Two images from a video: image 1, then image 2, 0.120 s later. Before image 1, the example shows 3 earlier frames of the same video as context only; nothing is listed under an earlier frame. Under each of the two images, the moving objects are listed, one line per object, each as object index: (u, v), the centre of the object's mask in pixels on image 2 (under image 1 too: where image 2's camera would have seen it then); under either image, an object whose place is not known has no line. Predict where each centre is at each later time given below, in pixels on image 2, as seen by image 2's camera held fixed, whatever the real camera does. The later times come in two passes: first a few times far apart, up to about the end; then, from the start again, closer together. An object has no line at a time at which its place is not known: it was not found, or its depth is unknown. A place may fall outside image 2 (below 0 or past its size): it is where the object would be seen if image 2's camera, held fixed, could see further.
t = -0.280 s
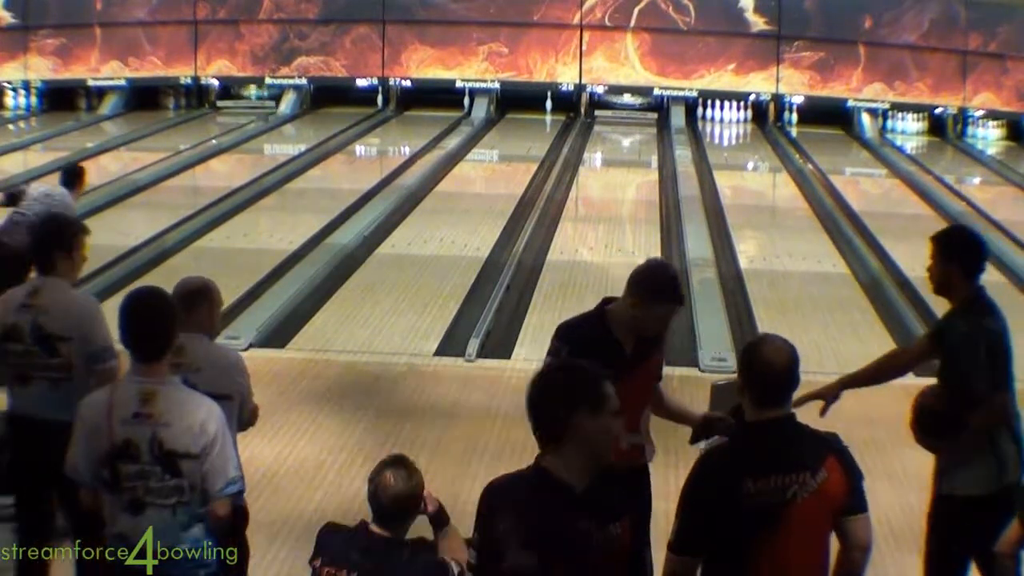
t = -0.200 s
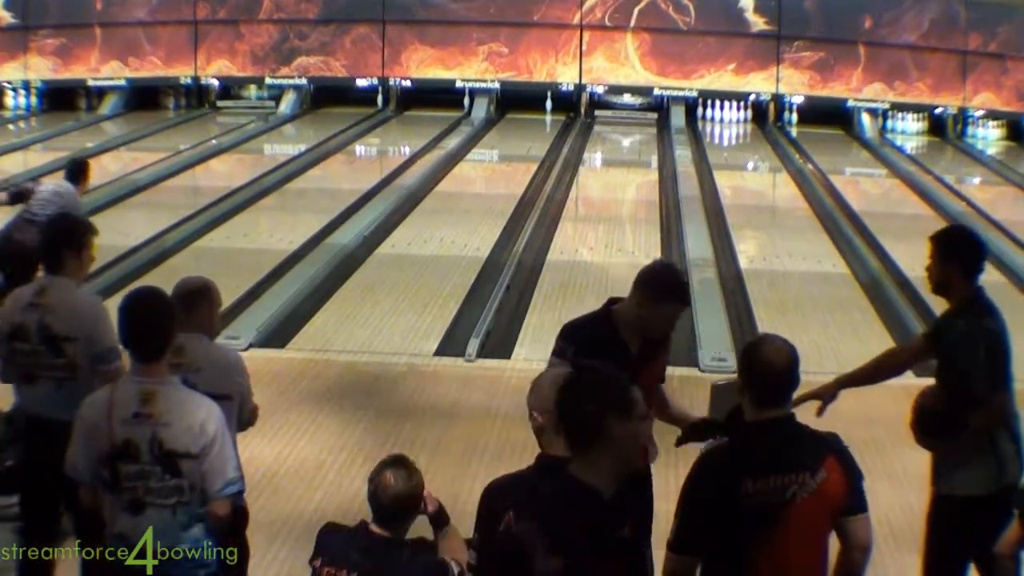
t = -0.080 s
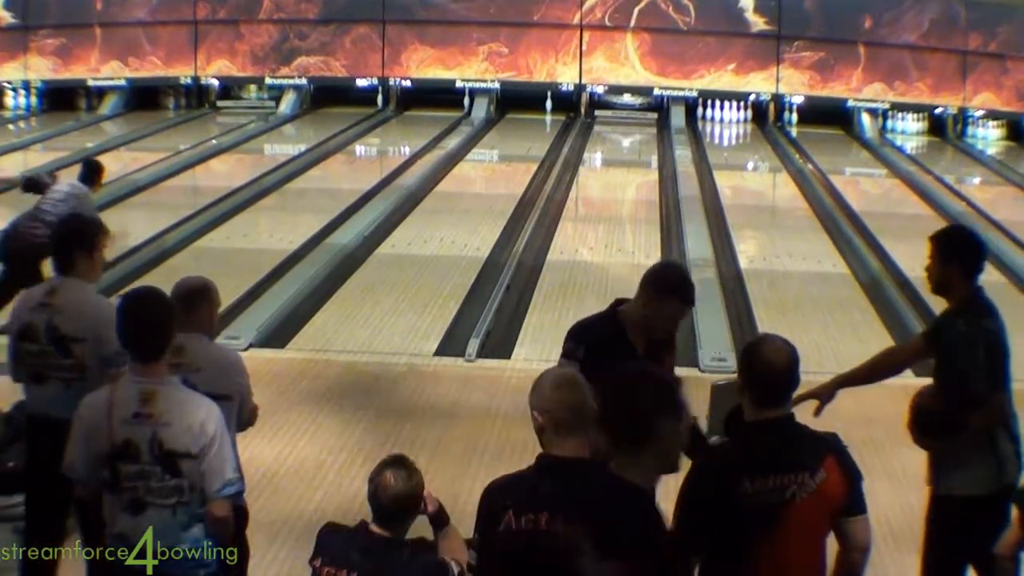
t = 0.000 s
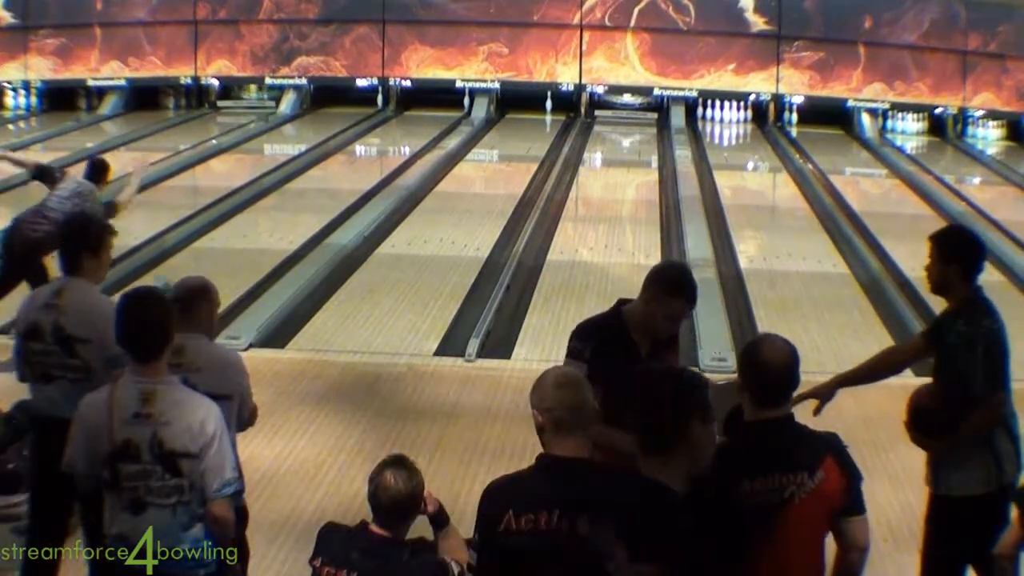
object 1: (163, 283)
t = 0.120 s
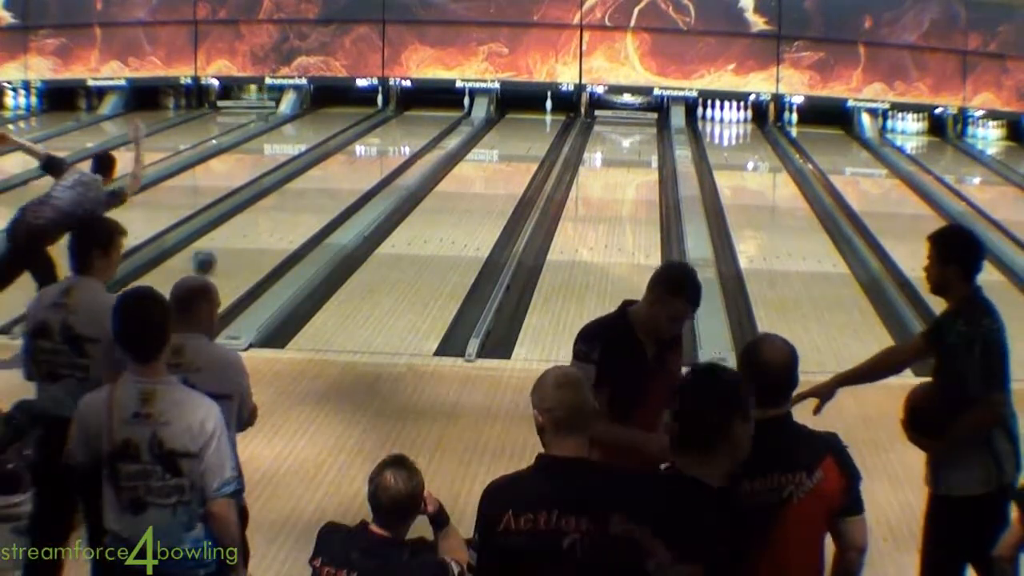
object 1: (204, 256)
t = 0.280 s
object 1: (253, 226)
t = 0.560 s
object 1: (321, 186)
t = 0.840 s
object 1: (371, 158)
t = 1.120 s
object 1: (409, 134)
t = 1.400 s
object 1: (437, 118)
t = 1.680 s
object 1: (459, 105)
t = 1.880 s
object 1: (471, 102)
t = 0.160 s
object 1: (217, 248)
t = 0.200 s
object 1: (230, 242)
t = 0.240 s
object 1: (242, 234)
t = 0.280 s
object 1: (253, 226)
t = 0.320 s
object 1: (264, 219)
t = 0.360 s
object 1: (274, 212)
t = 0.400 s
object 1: (285, 207)
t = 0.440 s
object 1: (294, 200)
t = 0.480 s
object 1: (303, 196)
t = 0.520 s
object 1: (312, 191)
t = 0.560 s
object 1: (321, 186)
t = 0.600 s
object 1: (329, 181)
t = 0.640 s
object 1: (336, 177)
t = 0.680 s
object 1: (343, 173)
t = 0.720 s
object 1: (351, 168)
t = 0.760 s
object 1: (357, 164)
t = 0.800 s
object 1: (365, 161)
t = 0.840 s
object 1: (371, 158)
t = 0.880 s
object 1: (376, 154)
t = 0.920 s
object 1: (382, 150)
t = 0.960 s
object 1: (387, 146)
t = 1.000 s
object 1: (393, 144)
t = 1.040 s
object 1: (398, 141)
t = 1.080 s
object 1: (404, 138)
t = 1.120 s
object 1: (409, 134)
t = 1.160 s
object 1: (413, 132)
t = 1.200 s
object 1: (418, 130)
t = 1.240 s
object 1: (422, 127)
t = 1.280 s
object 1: (426, 125)
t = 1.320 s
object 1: (430, 124)
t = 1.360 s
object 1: (434, 120)
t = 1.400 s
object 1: (437, 118)
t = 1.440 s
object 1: (440, 116)
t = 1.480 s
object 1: (445, 115)
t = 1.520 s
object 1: (448, 113)
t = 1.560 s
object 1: (452, 111)
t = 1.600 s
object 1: (454, 109)
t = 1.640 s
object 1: (456, 108)
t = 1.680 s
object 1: (459, 105)
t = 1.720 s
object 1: (462, 104)
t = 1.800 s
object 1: (468, 98)
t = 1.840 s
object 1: (468, 97)
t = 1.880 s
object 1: (471, 102)
